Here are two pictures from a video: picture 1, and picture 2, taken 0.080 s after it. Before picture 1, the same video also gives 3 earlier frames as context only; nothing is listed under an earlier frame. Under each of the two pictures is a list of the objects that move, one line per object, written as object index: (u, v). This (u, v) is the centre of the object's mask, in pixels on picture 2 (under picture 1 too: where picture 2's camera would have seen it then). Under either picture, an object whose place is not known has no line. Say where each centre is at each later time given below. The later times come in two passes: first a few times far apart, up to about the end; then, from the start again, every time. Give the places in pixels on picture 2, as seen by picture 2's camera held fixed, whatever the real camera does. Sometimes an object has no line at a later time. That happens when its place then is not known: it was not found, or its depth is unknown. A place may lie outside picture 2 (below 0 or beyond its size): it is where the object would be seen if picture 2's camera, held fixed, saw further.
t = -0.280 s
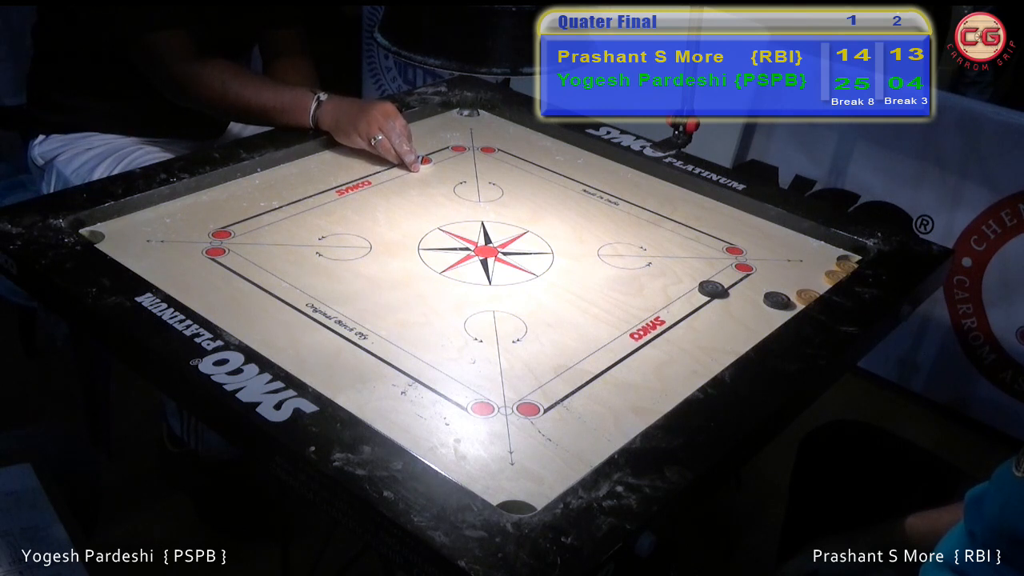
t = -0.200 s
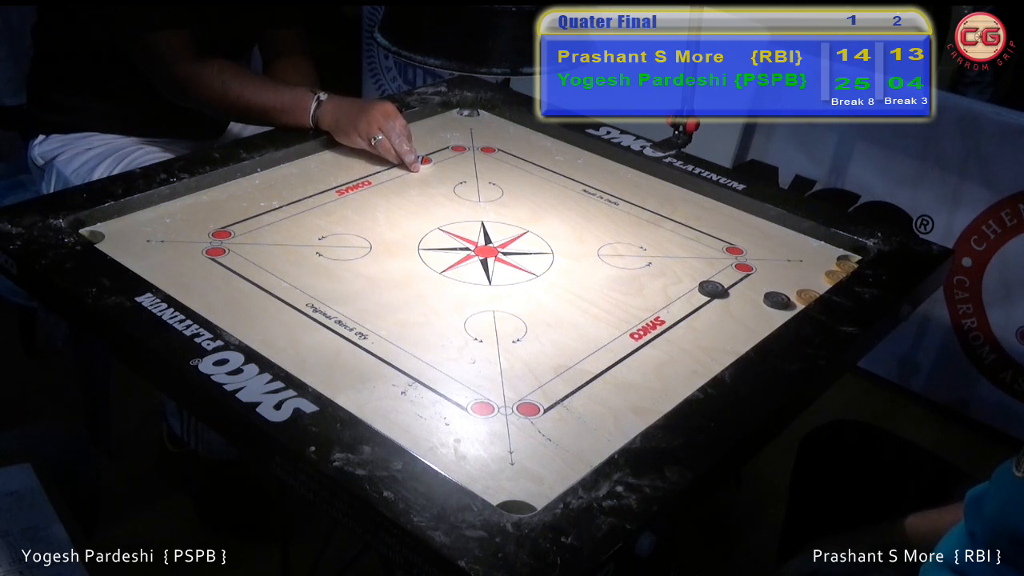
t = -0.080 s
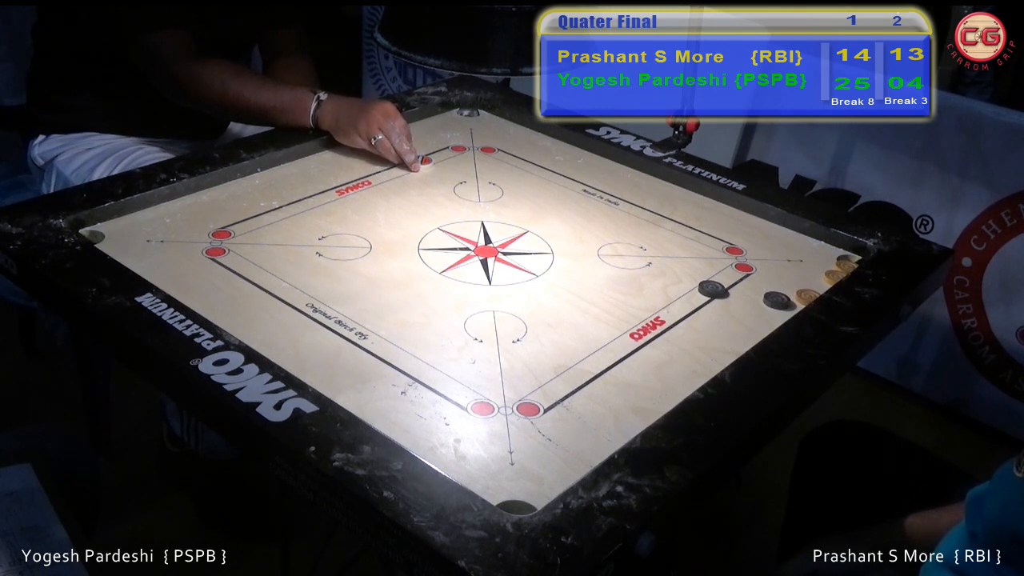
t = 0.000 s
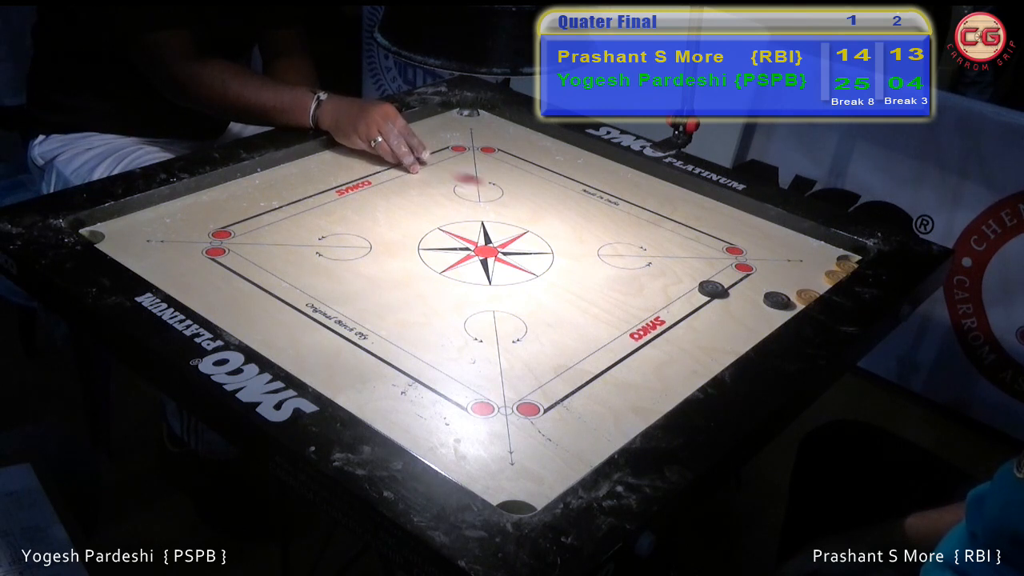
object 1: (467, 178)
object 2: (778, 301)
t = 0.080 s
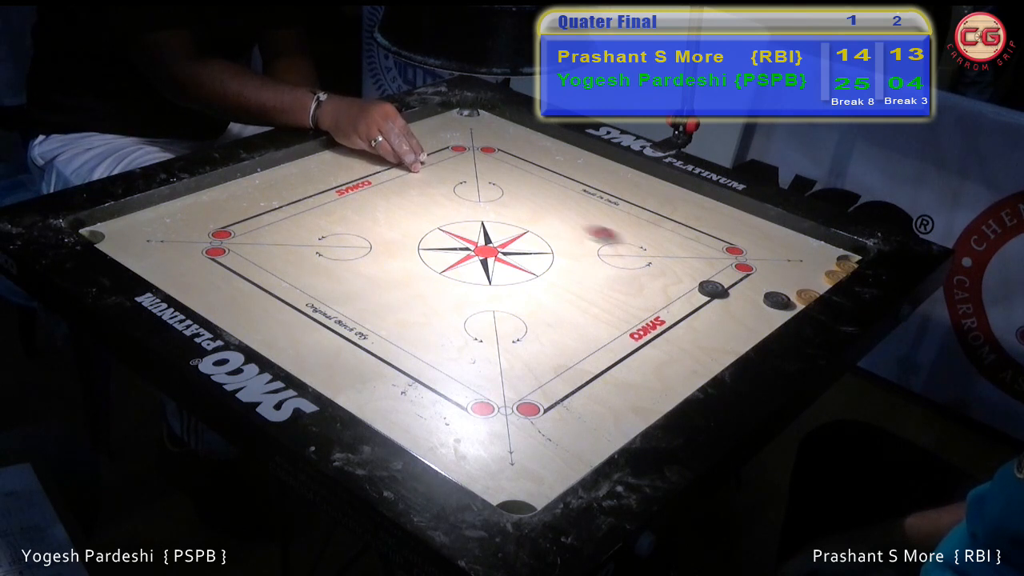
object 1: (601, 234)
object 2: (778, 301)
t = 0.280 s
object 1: (810, 262)
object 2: (737, 334)
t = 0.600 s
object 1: (707, 278)
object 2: (588, 434)
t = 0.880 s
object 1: (621, 303)
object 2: (524, 475)
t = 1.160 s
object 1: (590, 312)
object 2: (522, 476)
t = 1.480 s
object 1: (590, 313)
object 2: (522, 477)
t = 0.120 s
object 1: (674, 263)
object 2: (778, 301)
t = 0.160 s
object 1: (743, 285)
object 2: (778, 301)
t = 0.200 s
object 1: (783, 287)
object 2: (780, 307)
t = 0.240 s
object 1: (798, 274)
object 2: (761, 319)
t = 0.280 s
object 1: (810, 262)
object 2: (737, 334)
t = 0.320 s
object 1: (819, 250)
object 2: (719, 348)
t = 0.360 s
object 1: (811, 250)
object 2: (696, 361)
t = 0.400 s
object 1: (792, 255)
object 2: (677, 374)
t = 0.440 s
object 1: (774, 260)
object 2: (656, 387)
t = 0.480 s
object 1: (754, 265)
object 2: (638, 398)
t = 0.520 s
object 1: (739, 269)
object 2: (621, 411)
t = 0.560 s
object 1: (721, 274)
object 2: (604, 423)
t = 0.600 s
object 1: (707, 278)
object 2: (588, 434)
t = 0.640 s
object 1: (691, 282)
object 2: (573, 441)
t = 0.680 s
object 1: (677, 287)
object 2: (560, 450)
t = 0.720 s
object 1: (664, 290)
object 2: (550, 457)
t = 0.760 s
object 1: (652, 294)
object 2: (540, 464)
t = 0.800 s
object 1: (640, 297)
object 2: (533, 469)
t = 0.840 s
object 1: (630, 300)
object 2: (527, 472)
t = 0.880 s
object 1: (621, 303)
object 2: (524, 475)
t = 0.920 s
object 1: (613, 305)
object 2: (522, 476)
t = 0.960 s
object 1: (606, 307)
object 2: (522, 476)
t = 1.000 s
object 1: (600, 309)
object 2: (522, 476)
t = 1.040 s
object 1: (596, 311)
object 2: (522, 476)
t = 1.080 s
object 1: (593, 311)
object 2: (522, 476)
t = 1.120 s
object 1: (591, 312)
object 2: (522, 476)
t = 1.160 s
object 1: (590, 312)
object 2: (522, 476)
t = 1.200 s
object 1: (590, 313)
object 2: (522, 476)
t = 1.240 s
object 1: (590, 313)
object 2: (522, 476)
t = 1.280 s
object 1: (590, 313)
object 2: (522, 477)
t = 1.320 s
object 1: (590, 313)
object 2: (522, 477)
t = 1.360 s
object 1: (590, 313)
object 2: (522, 476)
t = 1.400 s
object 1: (590, 313)
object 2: (522, 477)
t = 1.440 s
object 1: (590, 313)
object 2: (522, 477)
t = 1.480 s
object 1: (590, 313)
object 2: (522, 477)
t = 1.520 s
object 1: (590, 313)
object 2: (522, 477)
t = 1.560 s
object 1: (590, 313)
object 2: (522, 477)
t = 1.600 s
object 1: (590, 313)
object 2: (522, 476)
